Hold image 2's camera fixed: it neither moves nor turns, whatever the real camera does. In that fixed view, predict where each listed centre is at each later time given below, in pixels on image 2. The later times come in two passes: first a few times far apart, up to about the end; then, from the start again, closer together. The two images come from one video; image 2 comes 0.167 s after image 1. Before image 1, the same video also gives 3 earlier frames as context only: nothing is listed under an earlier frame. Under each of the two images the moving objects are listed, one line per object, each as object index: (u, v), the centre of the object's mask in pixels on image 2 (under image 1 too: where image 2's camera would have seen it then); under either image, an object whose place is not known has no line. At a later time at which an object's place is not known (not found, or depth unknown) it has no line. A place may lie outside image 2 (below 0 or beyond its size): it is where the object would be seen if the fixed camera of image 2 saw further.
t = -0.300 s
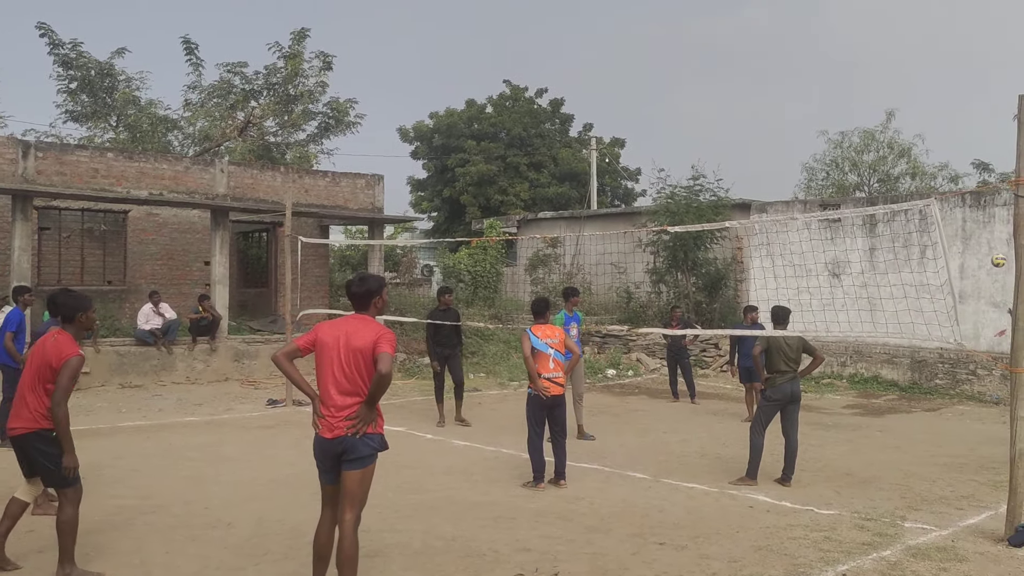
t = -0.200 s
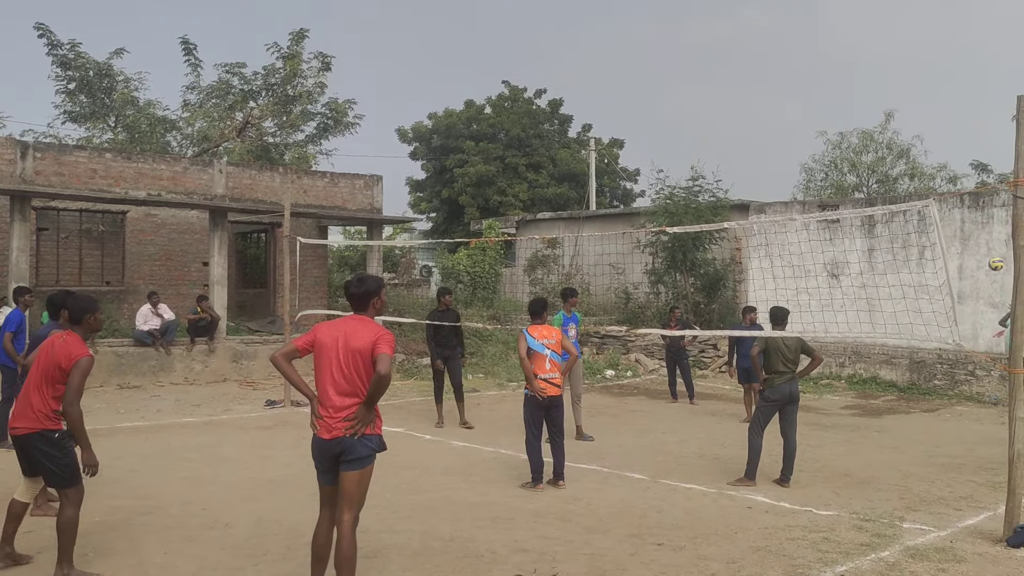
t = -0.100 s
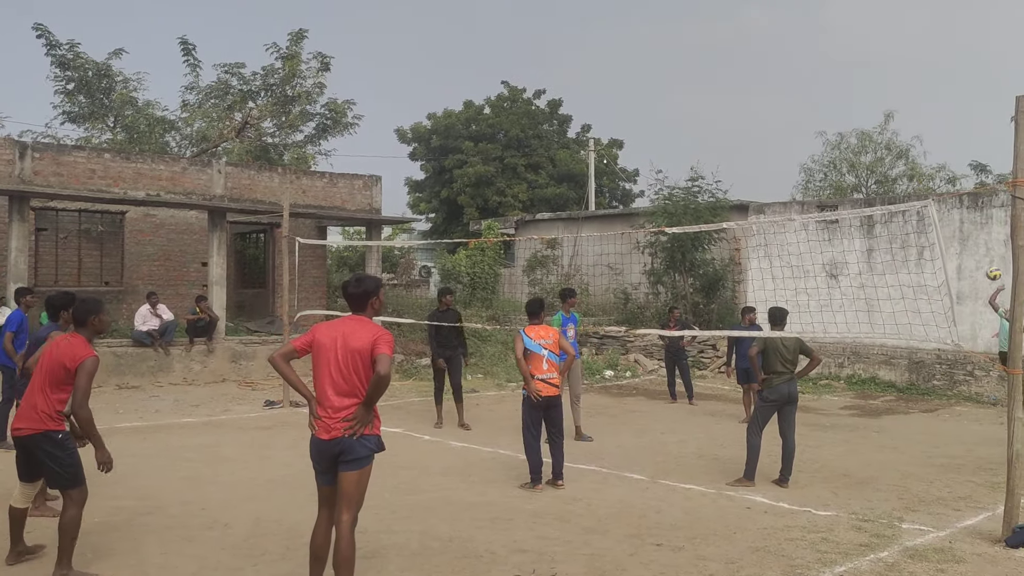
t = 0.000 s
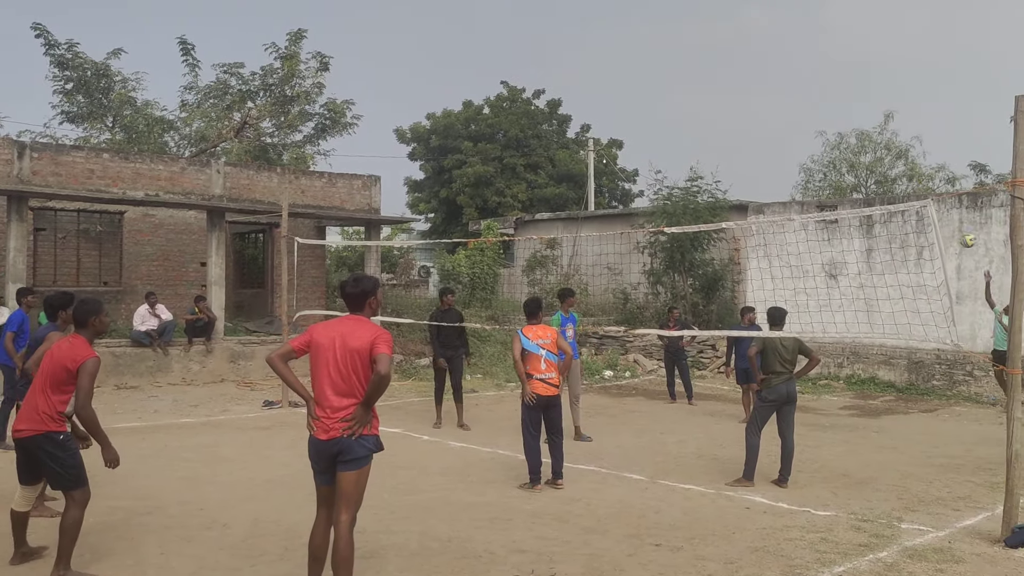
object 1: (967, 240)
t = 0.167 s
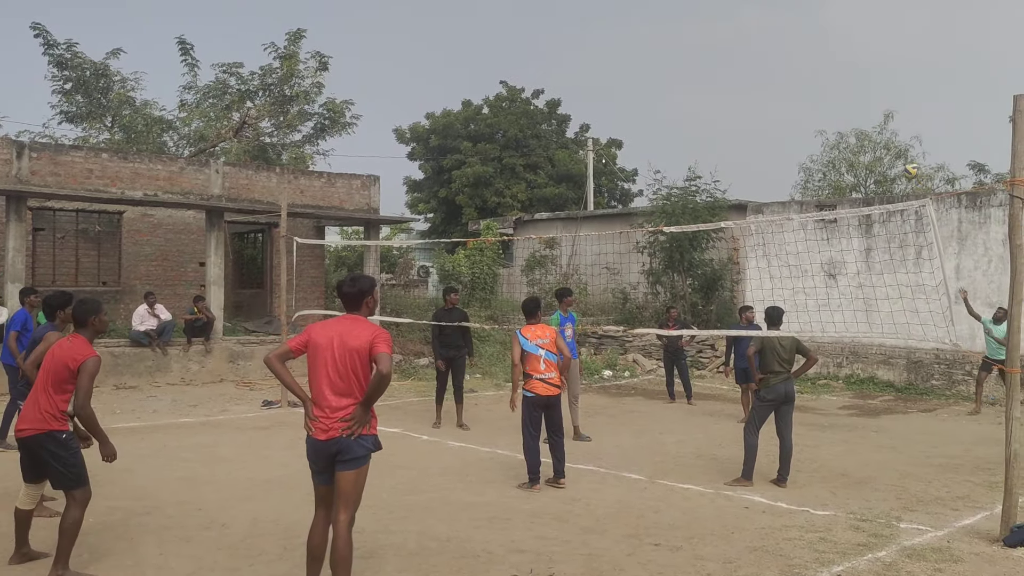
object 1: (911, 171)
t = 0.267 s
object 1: (874, 135)
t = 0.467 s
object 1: (786, 80)
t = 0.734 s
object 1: (633, 56)
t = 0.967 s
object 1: (463, 99)
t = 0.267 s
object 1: (874, 135)
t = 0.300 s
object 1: (861, 124)
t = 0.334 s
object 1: (847, 114)
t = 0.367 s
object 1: (833, 105)
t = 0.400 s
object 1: (818, 95)
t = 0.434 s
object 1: (803, 87)
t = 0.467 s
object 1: (786, 80)
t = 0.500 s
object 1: (769, 74)
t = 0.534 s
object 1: (752, 68)
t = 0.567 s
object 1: (735, 63)
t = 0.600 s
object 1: (715, 60)
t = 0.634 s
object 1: (696, 57)
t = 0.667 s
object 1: (676, 56)
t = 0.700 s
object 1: (655, 55)
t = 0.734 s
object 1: (633, 56)
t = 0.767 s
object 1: (611, 58)
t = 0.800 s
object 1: (589, 61)
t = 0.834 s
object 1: (565, 65)
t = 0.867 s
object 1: (541, 71)
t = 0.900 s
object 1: (516, 79)
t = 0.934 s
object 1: (490, 87)
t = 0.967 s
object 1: (463, 99)
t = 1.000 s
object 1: (434, 114)
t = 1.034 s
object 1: (405, 130)
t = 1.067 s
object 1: (374, 147)
